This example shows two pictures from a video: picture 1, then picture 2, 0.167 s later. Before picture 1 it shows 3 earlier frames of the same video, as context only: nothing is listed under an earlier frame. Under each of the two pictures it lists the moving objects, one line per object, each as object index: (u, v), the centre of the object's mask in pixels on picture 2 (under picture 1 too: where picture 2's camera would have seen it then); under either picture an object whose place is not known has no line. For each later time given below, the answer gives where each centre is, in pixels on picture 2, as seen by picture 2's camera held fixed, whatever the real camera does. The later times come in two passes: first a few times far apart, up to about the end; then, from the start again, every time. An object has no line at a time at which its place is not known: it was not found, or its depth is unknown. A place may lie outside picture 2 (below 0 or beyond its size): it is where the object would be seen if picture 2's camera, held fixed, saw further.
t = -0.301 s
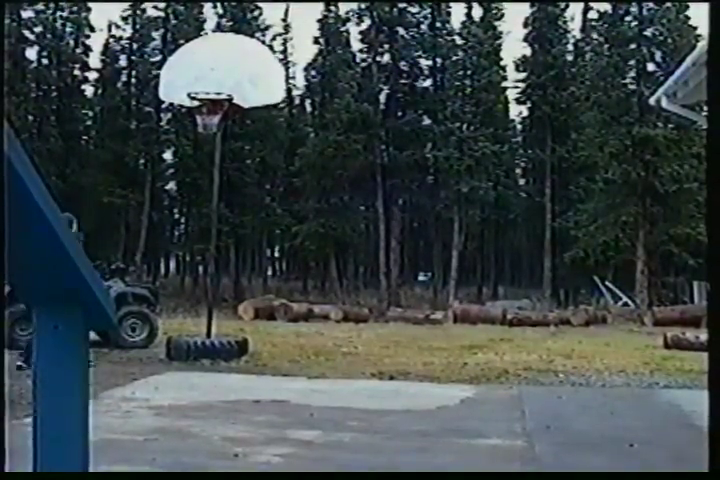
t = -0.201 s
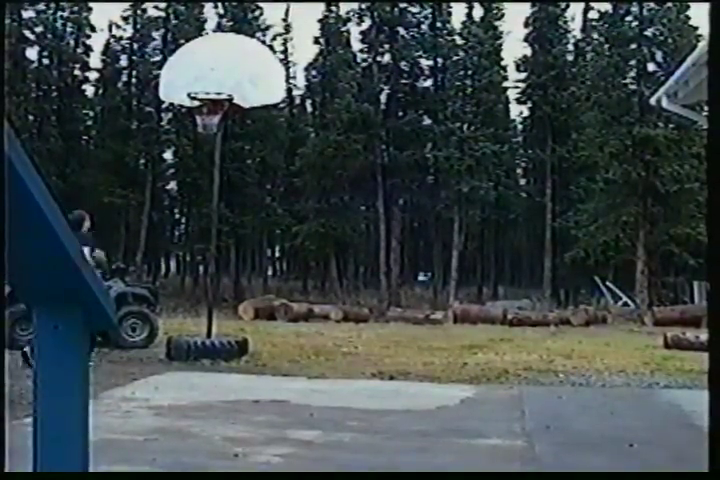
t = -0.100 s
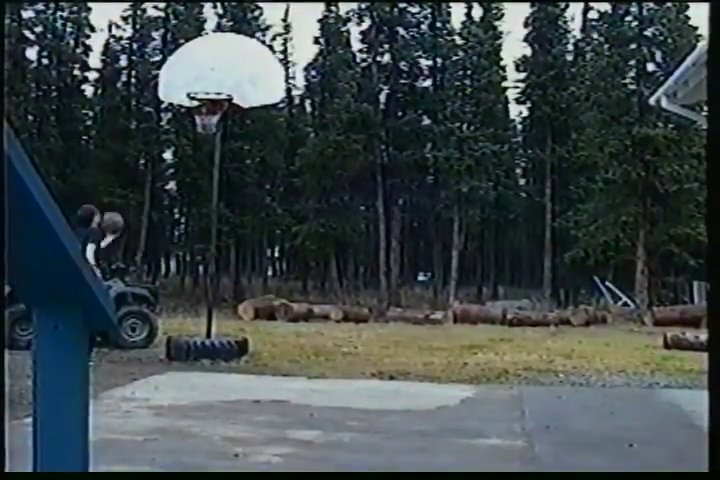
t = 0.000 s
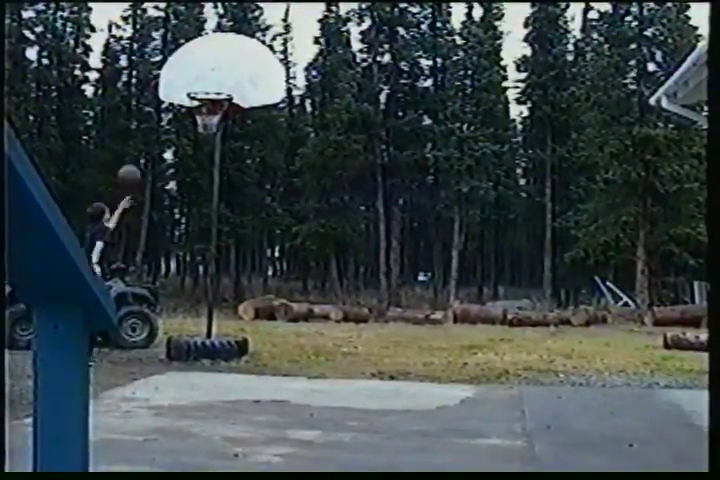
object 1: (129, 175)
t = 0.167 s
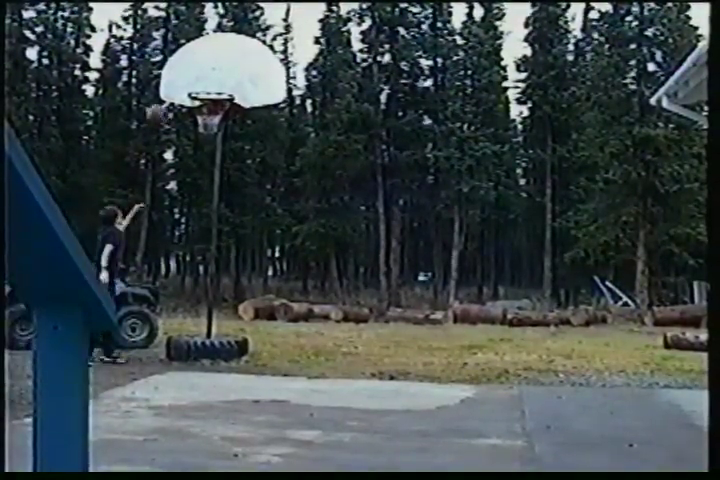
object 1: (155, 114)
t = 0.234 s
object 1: (169, 97)
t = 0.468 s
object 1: (204, 66)
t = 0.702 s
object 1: (235, 80)
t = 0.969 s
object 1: (264, 142)
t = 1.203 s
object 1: (286, 244)
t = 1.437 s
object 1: (306, 343)
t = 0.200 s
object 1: (163, 105)
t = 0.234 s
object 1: (169, 97)
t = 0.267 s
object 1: (173, 90)
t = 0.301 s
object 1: (179, 84)
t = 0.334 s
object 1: (184, 78)
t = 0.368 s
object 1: (190, 74)
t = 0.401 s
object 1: (195, 70)
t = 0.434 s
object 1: (199, 68)
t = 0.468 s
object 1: (204, 66)
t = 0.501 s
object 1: (209, 66)
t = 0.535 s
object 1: (214, 66)
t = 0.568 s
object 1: (218, 67)
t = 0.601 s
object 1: (223, 69)
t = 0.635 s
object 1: (227, 72)
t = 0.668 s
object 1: (231, 76)
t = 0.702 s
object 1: (235, 80)
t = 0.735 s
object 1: (239, 86)
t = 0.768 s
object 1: (243, 93)
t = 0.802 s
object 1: (247, 99)
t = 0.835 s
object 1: (250, 104)
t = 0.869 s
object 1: (254, 114)
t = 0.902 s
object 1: (257, 121)
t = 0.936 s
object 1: (260, 131)
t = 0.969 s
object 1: (264, 142)
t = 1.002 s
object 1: (267, 152)
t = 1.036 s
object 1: (270, 165)
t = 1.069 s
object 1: (273, 182)
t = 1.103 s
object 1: (276, 194)
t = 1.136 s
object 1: (279, 209)
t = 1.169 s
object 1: (282, 228)
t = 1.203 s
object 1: (286, 244)
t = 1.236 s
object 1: (288, 262)
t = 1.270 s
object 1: (291, 281)
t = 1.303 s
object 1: (293, 301)
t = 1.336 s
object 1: (295, 323)
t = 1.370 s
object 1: (298, 347)
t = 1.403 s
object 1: (301, 359)
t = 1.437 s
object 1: (306, 343)
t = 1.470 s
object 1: (311, 329)
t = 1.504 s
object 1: (315, 318)
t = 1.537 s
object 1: (320, 306)
